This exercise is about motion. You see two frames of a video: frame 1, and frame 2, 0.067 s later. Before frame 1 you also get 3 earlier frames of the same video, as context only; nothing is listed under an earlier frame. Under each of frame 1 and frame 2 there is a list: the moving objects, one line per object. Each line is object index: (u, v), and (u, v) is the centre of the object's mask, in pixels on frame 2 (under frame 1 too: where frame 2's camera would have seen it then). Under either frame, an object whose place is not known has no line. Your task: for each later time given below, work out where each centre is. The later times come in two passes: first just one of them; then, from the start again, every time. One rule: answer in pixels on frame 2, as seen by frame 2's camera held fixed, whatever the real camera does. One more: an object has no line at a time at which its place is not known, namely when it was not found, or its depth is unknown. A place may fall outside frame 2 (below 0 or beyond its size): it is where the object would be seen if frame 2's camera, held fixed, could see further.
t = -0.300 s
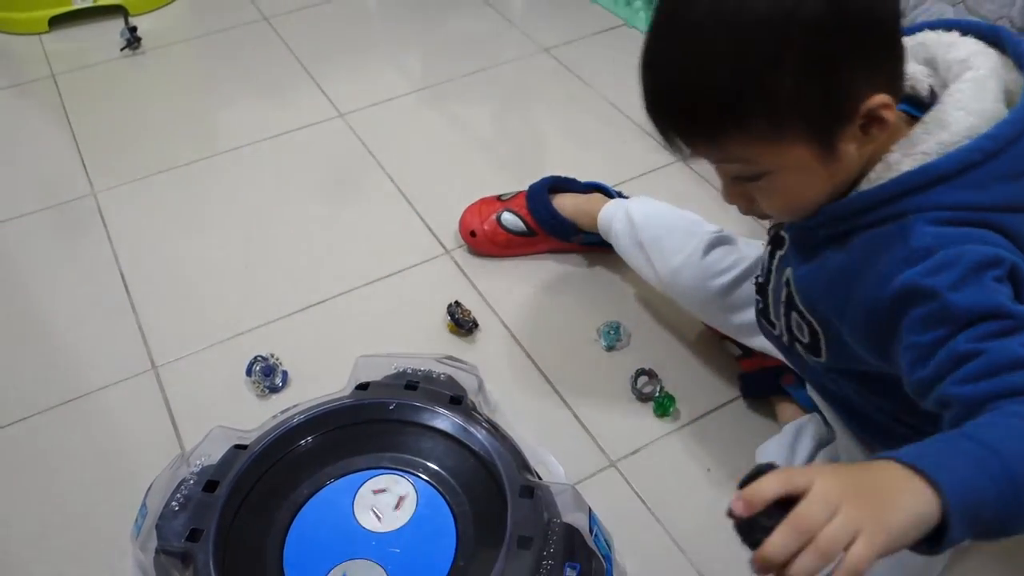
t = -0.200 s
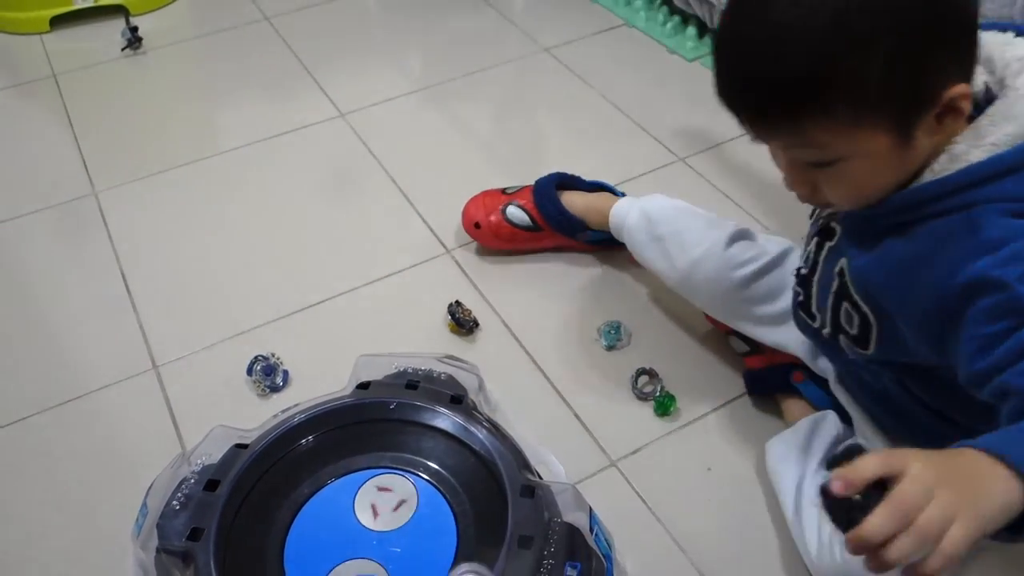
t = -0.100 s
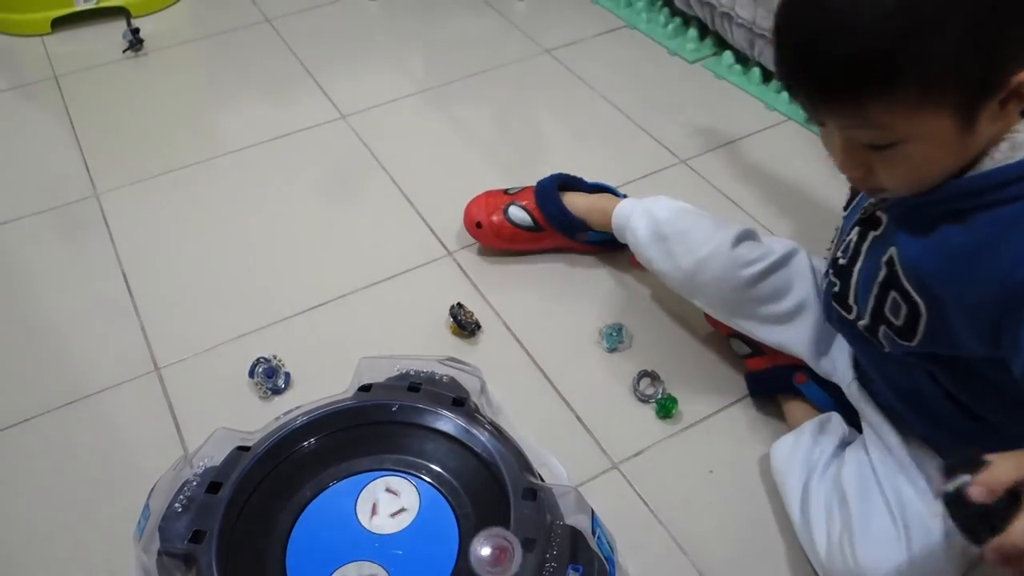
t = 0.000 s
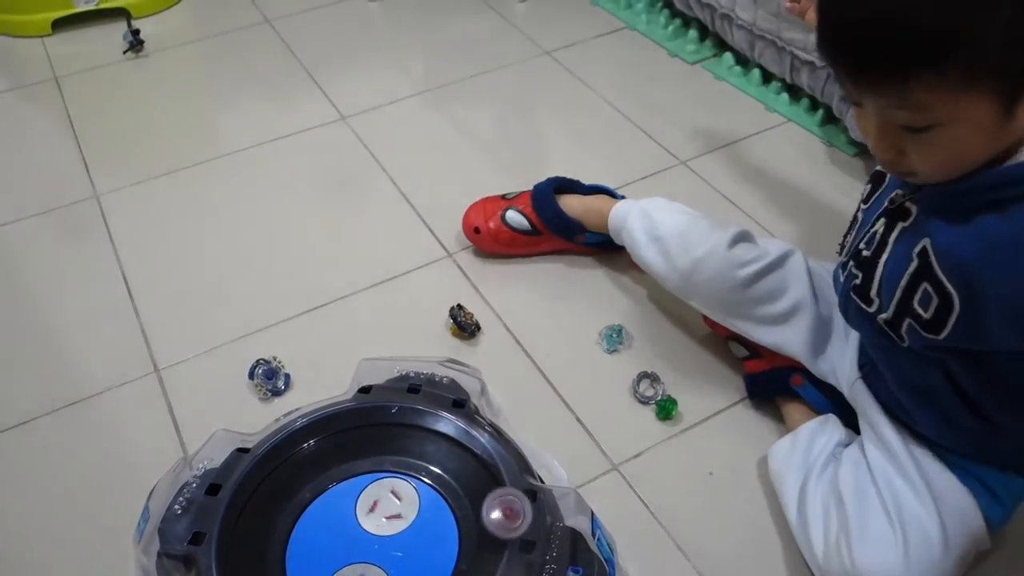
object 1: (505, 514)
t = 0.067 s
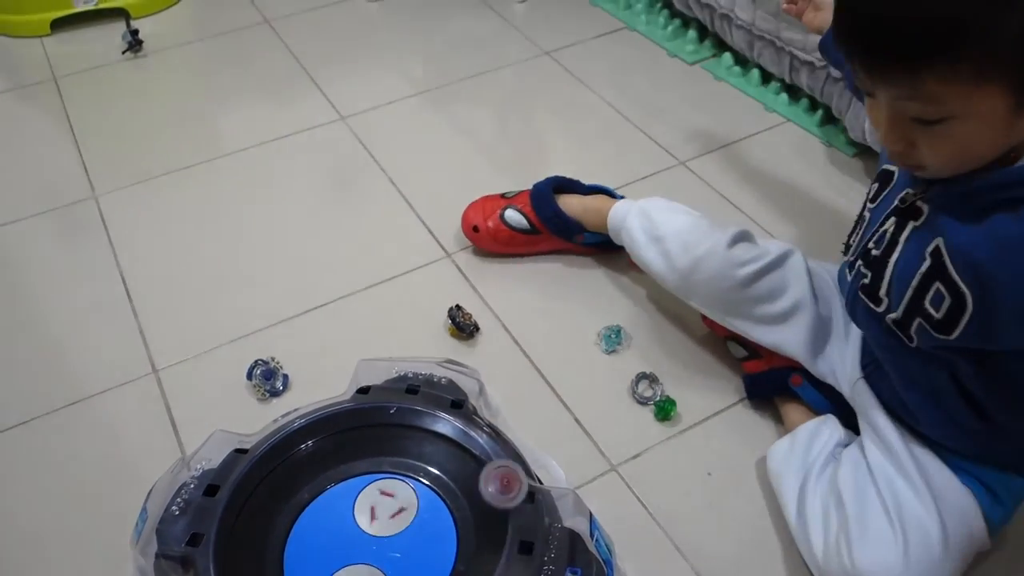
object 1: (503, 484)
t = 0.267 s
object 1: (450, 413)
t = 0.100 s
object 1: (499, 470)
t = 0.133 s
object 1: (493, 456)
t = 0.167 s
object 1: (485, 444)
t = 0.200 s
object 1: (474, 433)
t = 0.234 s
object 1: (463, 422)
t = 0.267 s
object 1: (450, 413)
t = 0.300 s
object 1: (434, 405)
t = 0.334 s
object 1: (417, 401)
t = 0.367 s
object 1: (399, 398)
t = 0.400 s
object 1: (380, 400)
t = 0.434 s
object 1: (361, 402)
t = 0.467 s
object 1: (341, 405)
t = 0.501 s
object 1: (320, 413)
